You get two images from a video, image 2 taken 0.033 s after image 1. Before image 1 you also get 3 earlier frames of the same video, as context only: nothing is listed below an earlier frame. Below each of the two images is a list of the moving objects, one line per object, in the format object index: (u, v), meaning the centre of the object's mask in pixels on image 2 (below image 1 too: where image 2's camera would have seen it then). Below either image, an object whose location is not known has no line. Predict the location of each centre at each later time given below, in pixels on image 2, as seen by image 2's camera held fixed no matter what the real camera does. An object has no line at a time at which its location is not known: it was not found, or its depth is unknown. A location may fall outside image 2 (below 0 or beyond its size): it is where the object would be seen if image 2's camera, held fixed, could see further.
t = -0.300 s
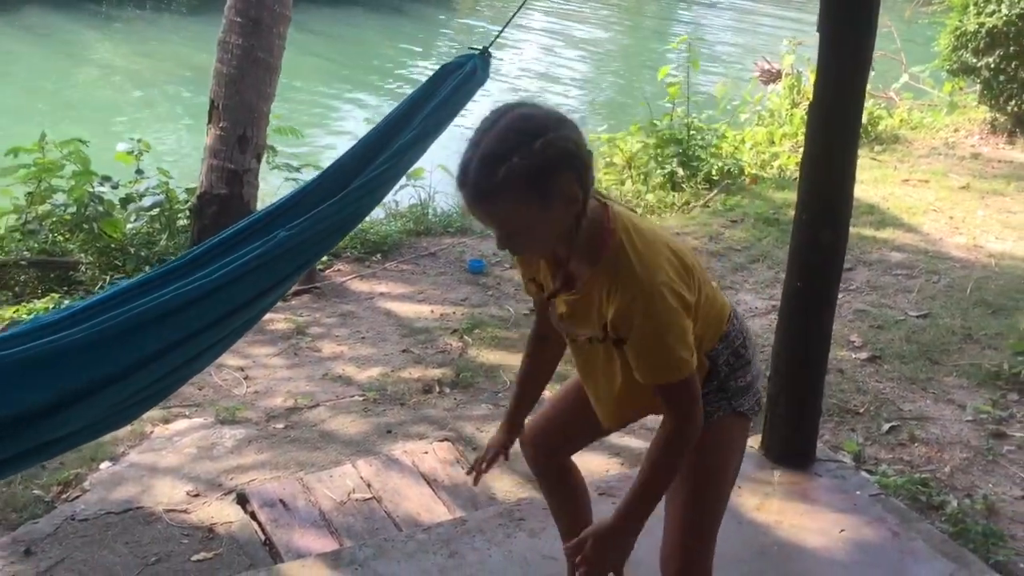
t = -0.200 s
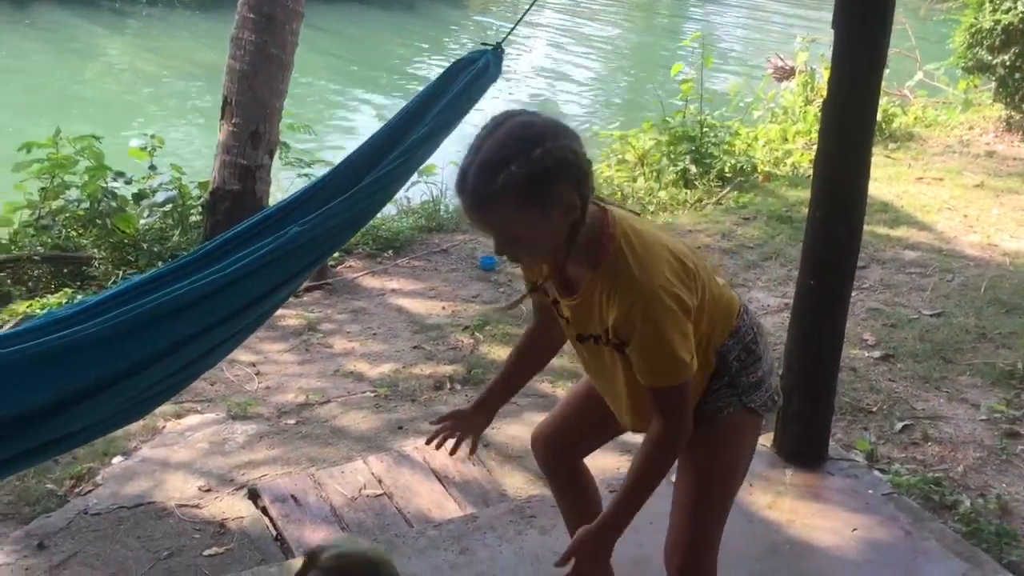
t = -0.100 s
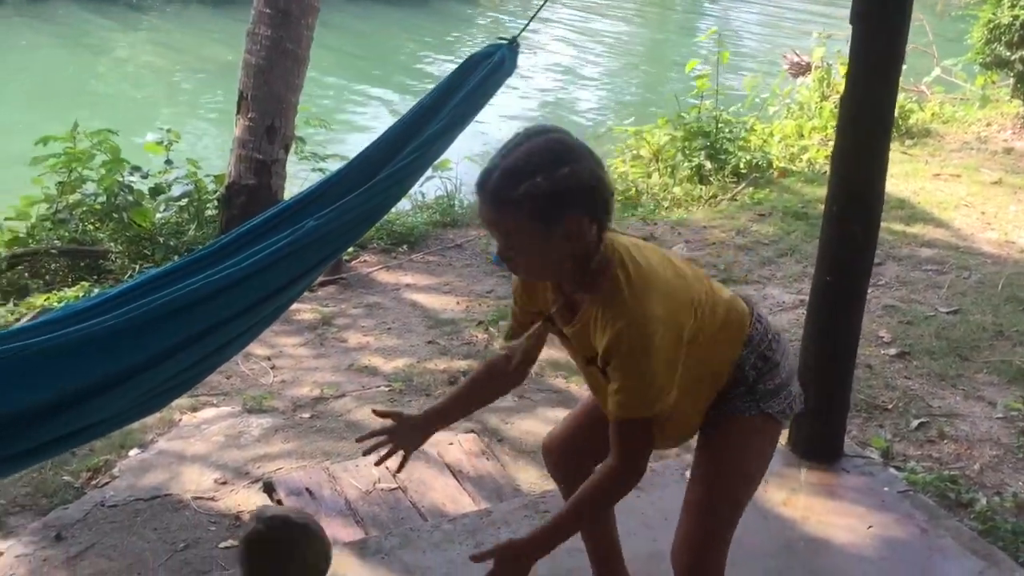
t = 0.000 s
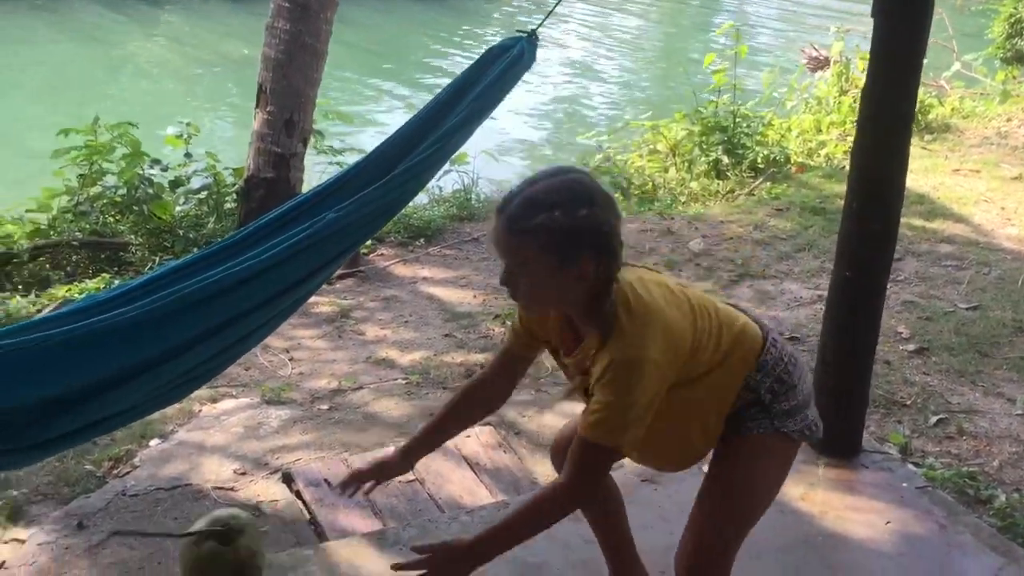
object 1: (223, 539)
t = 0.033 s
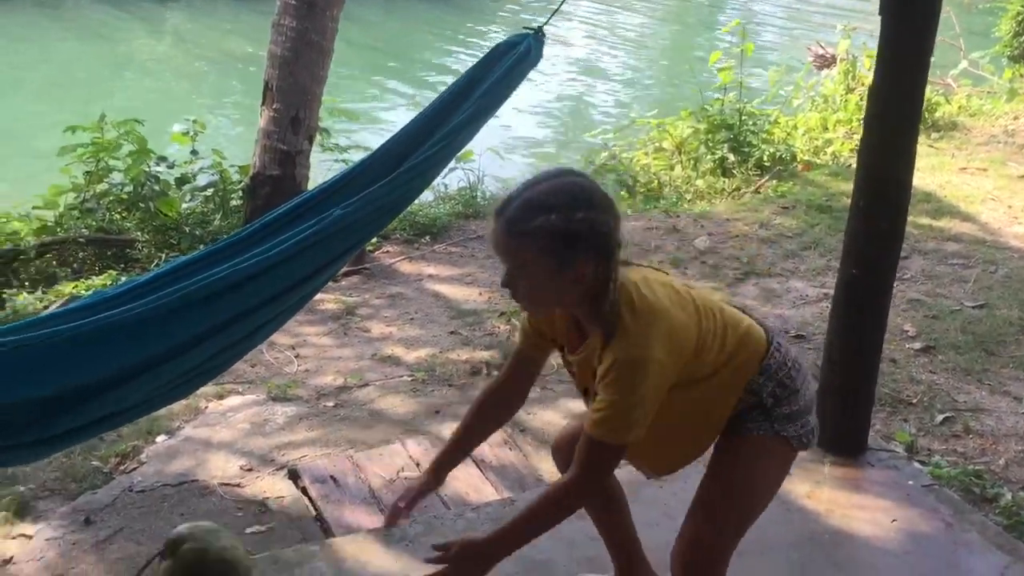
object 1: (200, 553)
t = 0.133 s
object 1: (139, 572)
